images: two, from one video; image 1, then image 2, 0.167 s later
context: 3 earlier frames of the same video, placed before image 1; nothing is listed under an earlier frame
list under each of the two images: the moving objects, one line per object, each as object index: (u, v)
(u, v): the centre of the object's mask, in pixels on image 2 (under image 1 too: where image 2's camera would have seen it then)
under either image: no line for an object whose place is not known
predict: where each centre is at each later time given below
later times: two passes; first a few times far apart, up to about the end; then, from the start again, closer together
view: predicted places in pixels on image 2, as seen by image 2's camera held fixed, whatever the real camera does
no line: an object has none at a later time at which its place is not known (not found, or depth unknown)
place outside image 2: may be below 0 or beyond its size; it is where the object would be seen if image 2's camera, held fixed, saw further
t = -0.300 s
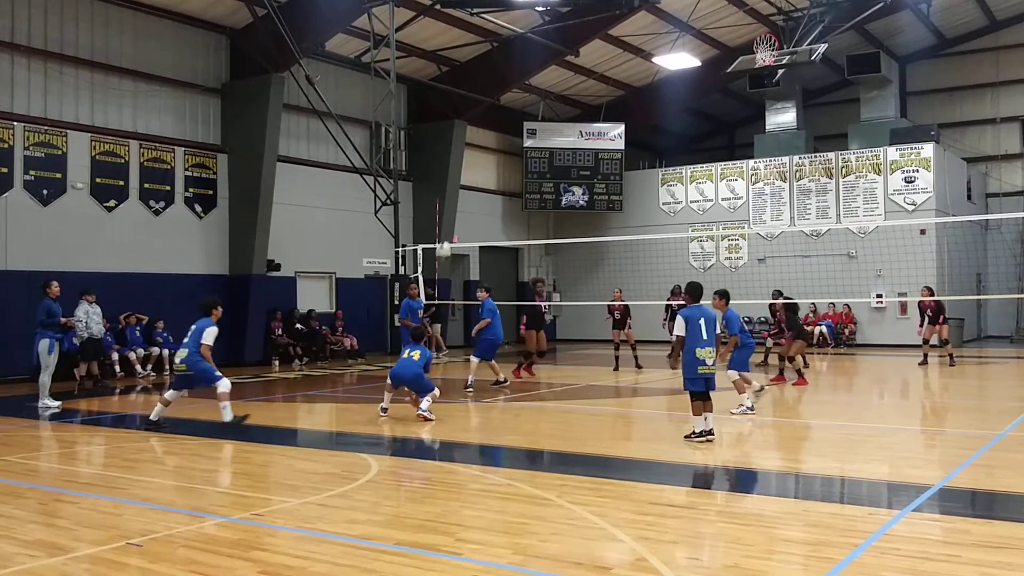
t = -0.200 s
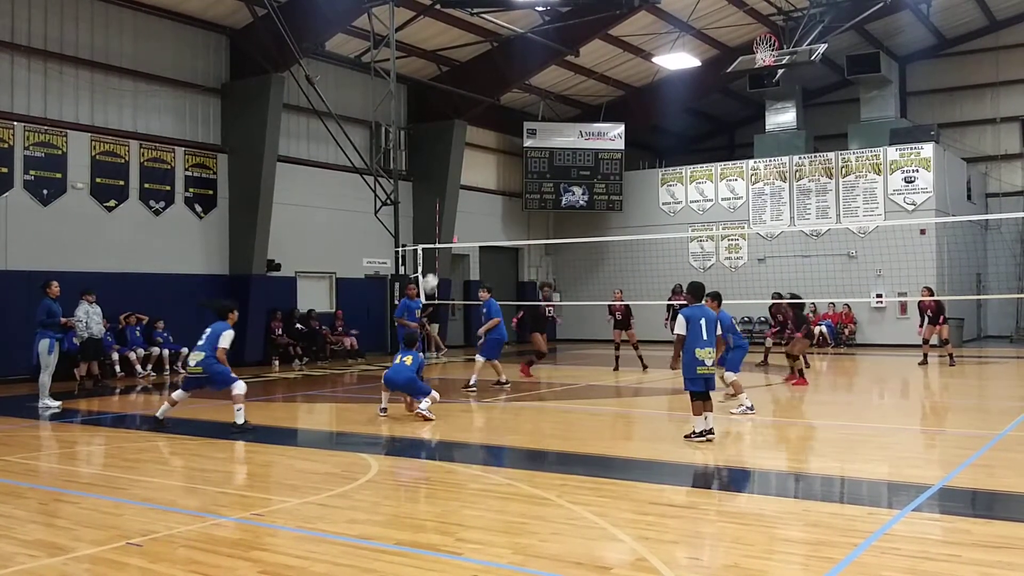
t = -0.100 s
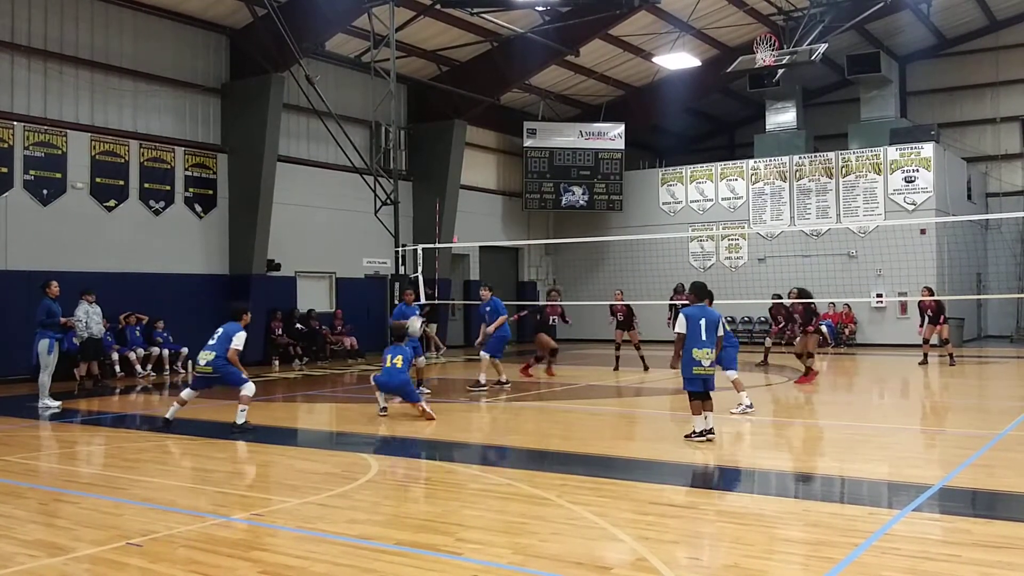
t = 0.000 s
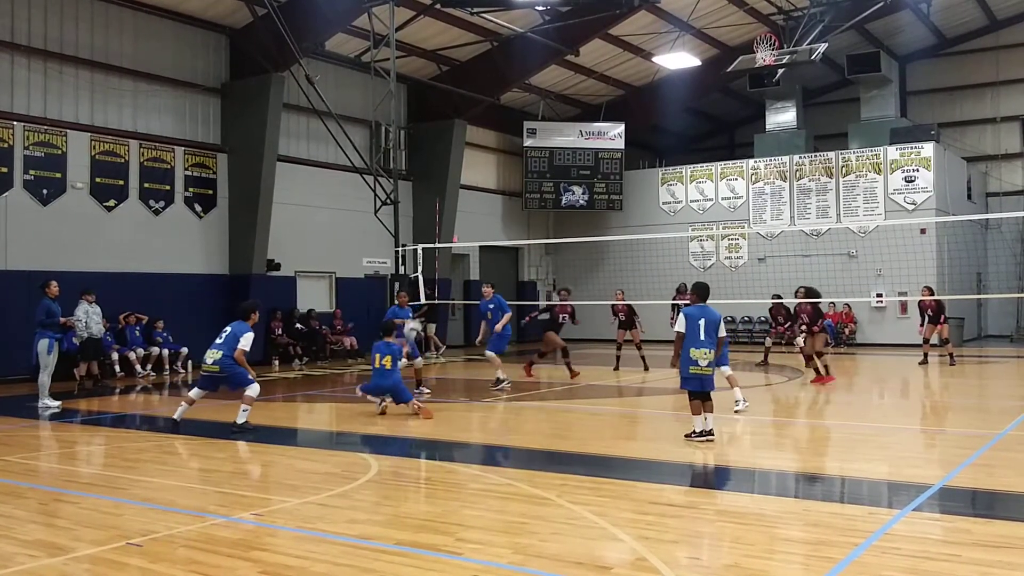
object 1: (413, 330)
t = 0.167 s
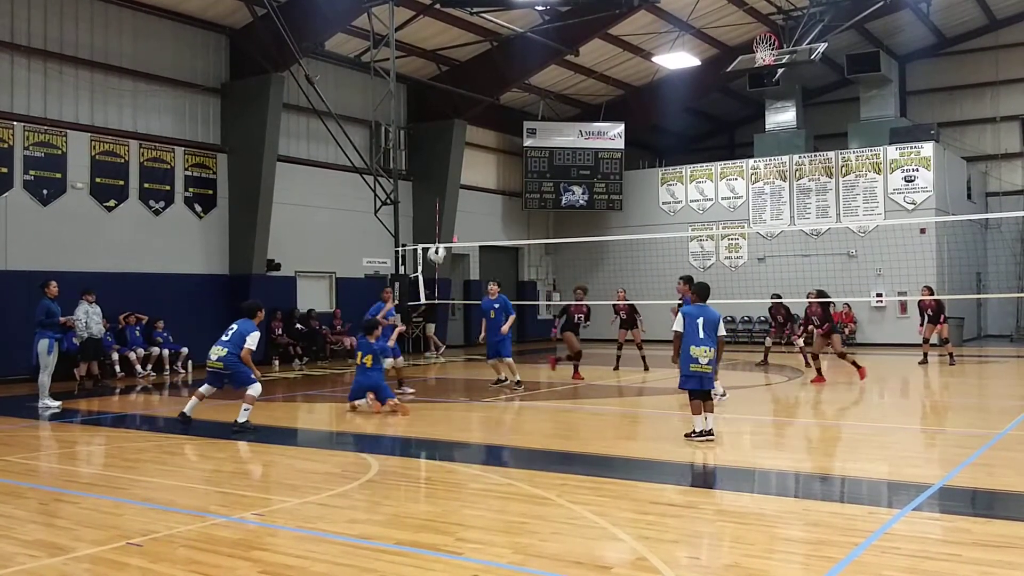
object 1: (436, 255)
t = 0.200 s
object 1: (442, 241)
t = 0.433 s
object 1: (476, 178)
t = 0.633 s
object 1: (507, 160)
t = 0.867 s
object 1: (544, 181)
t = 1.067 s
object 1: (575, 238)
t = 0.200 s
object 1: (442, 241)
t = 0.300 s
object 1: (456, 209)
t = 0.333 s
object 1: (461, 199)
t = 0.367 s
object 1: (466, 192)
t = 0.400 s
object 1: (470, 184)
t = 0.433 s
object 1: (476, 178)
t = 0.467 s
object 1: (481, 172)
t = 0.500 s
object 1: (486, 168)
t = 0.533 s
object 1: (491, 165)
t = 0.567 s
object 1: (497, 162)
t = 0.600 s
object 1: (502, 161)
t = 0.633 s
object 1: (507, 160)
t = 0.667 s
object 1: (512, 160)
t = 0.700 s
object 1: (517, 161)
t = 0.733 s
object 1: (522, 164)
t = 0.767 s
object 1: (528, 166)
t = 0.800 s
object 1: (532, 170)
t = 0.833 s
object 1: (538, 175)
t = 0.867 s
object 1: (544, 181)
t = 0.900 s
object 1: (549, 188)
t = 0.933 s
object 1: (554, 196)
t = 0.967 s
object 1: (560, 205)
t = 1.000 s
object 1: (565, 216)
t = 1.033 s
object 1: (571, 226)
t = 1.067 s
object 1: (575, 238)
